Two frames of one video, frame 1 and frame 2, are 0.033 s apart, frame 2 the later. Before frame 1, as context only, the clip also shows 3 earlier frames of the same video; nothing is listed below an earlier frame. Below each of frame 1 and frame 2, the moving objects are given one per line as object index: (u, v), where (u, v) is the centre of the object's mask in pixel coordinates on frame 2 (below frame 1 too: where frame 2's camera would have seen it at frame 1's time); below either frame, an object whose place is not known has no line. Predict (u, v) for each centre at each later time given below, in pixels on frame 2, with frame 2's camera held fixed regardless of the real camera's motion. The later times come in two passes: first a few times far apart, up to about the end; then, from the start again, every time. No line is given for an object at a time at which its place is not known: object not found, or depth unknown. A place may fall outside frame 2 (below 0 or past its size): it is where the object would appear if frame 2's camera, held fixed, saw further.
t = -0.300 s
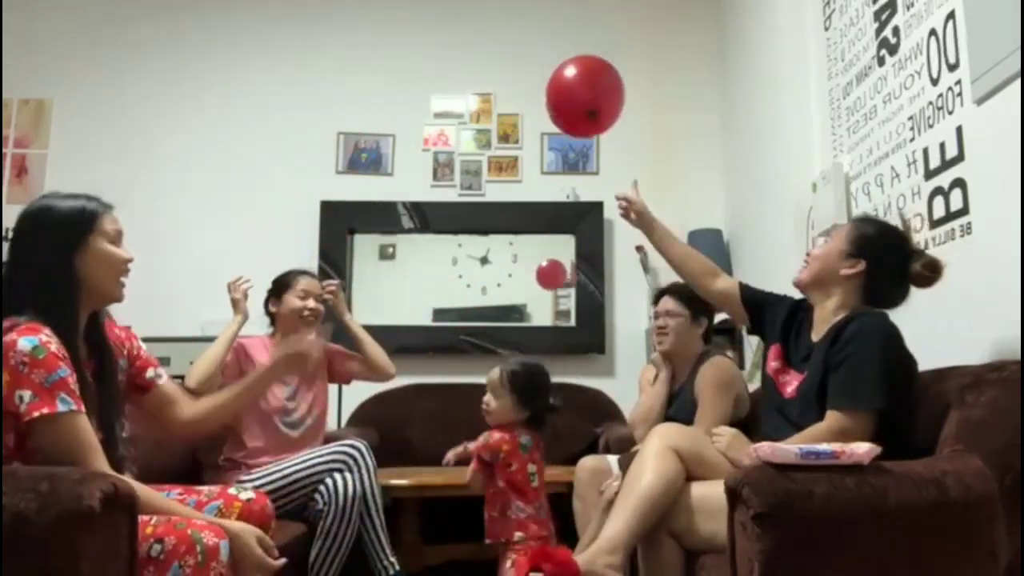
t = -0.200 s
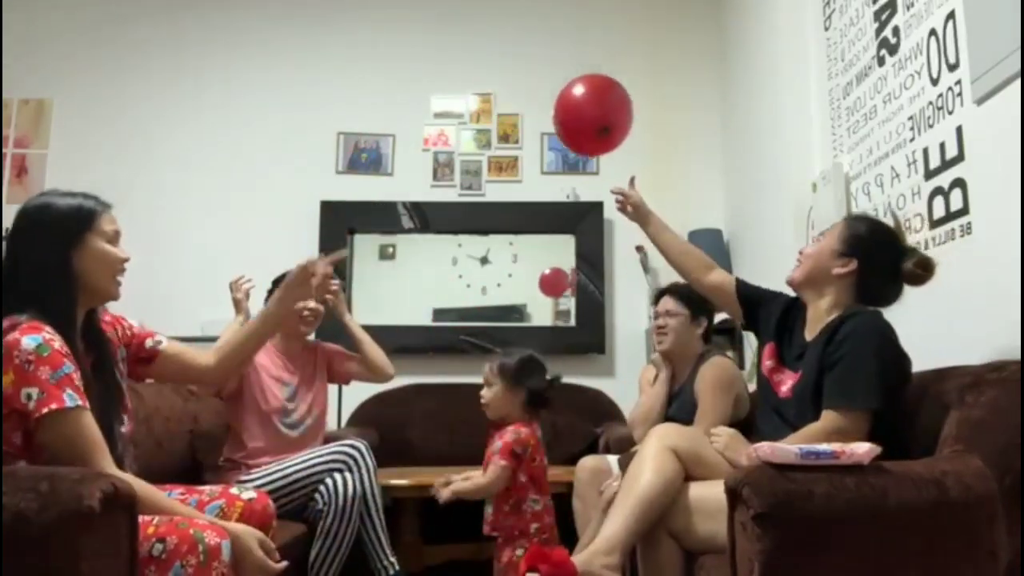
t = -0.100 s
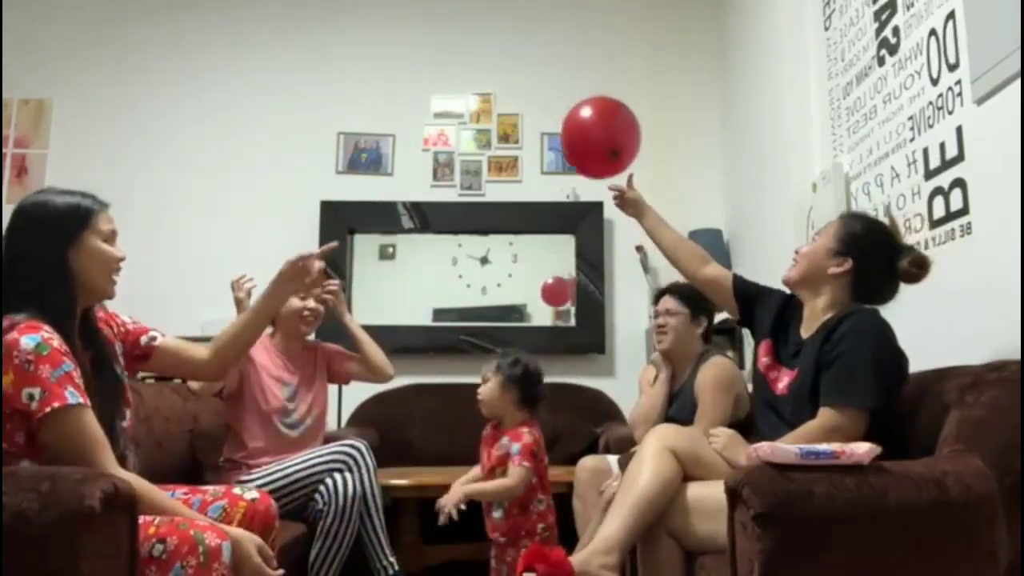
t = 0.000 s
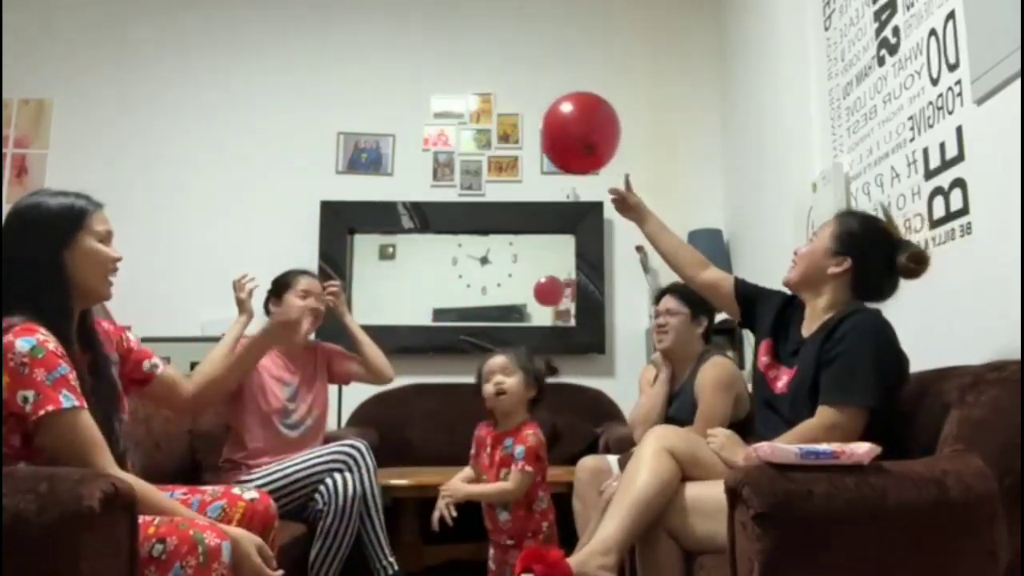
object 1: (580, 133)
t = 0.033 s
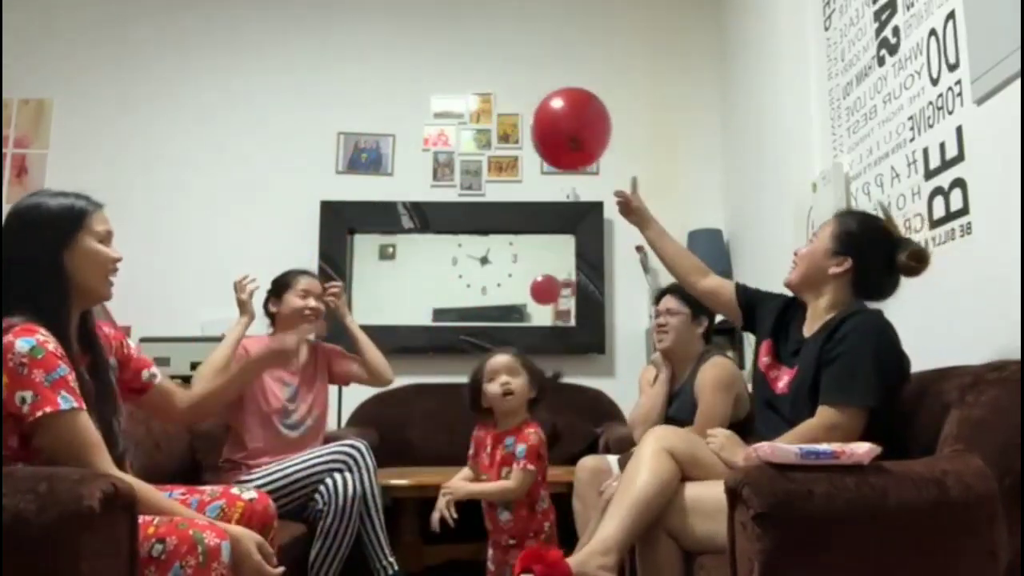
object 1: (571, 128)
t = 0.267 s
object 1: (509, 113)
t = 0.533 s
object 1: (442, 131)
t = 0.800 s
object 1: (391, 186)
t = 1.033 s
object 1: (370, 253)
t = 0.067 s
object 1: (562, 125)
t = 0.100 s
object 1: (552, 121)
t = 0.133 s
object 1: (544, 118)
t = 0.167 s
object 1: (535, 116)
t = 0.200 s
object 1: (527, 115)
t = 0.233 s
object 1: (518, 114)
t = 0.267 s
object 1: (509, 113)
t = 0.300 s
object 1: (501, 113)
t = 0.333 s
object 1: (492, 113)
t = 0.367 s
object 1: (483, 115)
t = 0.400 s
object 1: (475, 117)
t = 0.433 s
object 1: (466, 119)
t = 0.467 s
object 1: (458, 122)
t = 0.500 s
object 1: (449, 126)
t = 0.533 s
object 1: (442, 131)
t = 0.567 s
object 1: (434, 136)
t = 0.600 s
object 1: (427, 141)
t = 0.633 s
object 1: (420, 147)
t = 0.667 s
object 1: (414, 154)
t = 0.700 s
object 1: (408, 160)
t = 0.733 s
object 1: (402, 168)
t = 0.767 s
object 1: (396, 176)
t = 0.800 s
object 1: (391, 186)
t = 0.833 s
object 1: (387, 193)
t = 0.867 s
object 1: (383, 203)
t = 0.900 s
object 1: (379, 213)
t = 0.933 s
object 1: (376, 222)
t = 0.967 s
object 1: (374, 233)
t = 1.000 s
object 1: (371, 243)
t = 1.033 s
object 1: (370, 253)
